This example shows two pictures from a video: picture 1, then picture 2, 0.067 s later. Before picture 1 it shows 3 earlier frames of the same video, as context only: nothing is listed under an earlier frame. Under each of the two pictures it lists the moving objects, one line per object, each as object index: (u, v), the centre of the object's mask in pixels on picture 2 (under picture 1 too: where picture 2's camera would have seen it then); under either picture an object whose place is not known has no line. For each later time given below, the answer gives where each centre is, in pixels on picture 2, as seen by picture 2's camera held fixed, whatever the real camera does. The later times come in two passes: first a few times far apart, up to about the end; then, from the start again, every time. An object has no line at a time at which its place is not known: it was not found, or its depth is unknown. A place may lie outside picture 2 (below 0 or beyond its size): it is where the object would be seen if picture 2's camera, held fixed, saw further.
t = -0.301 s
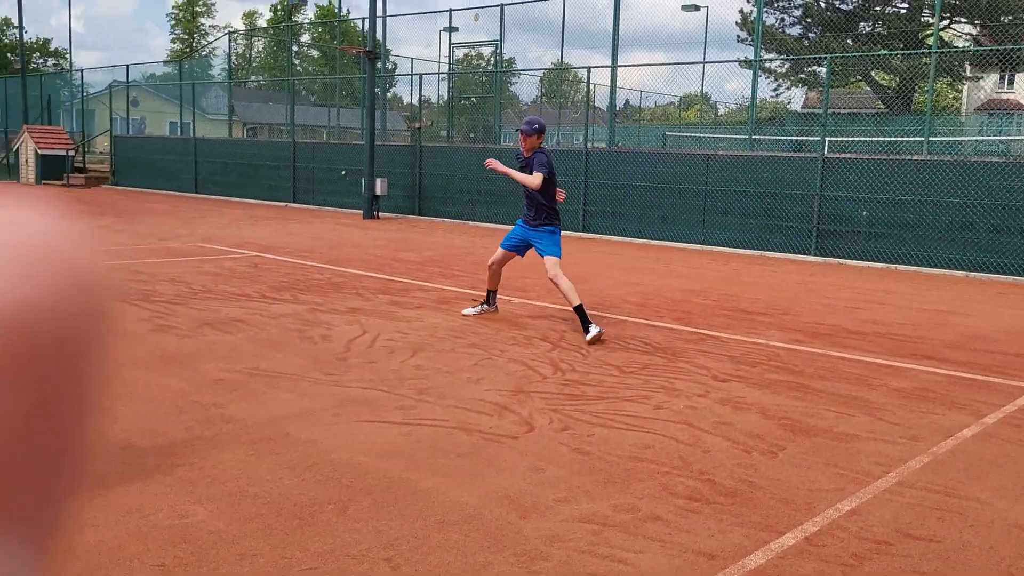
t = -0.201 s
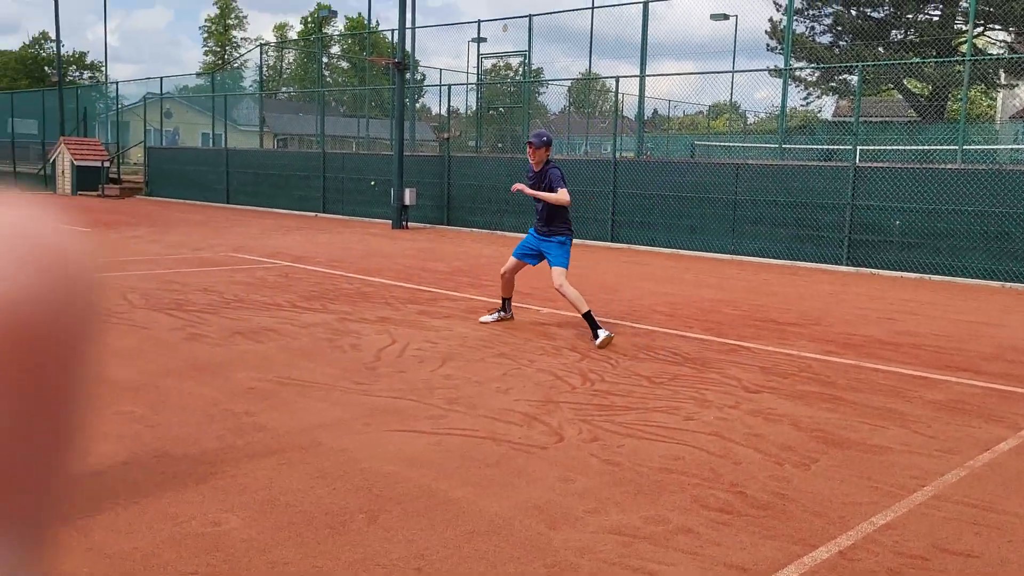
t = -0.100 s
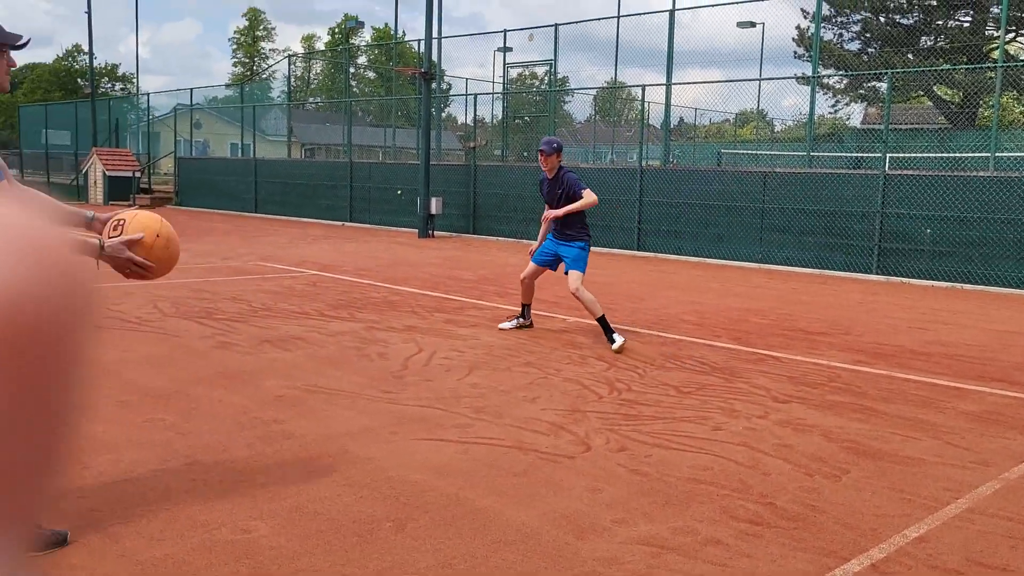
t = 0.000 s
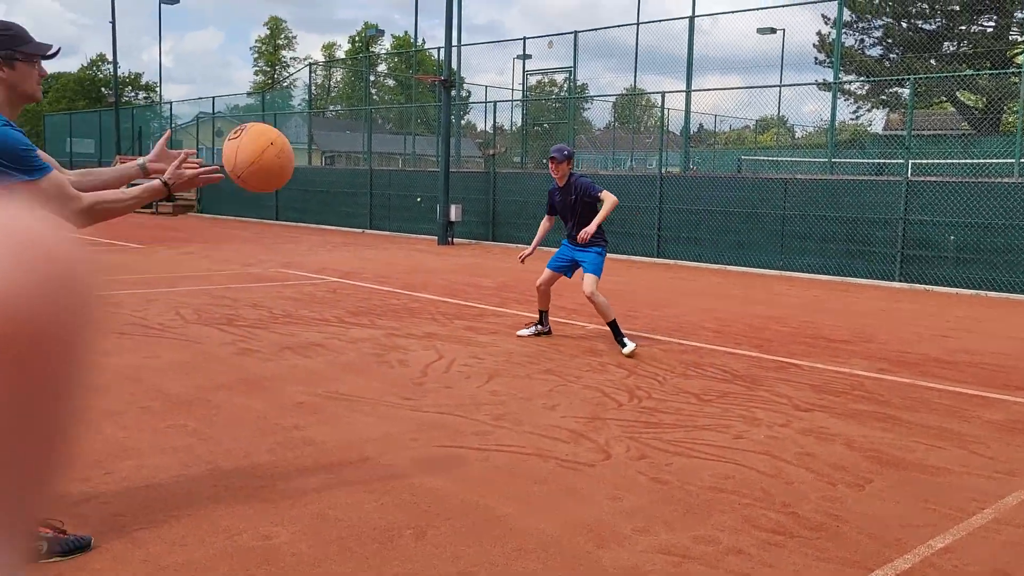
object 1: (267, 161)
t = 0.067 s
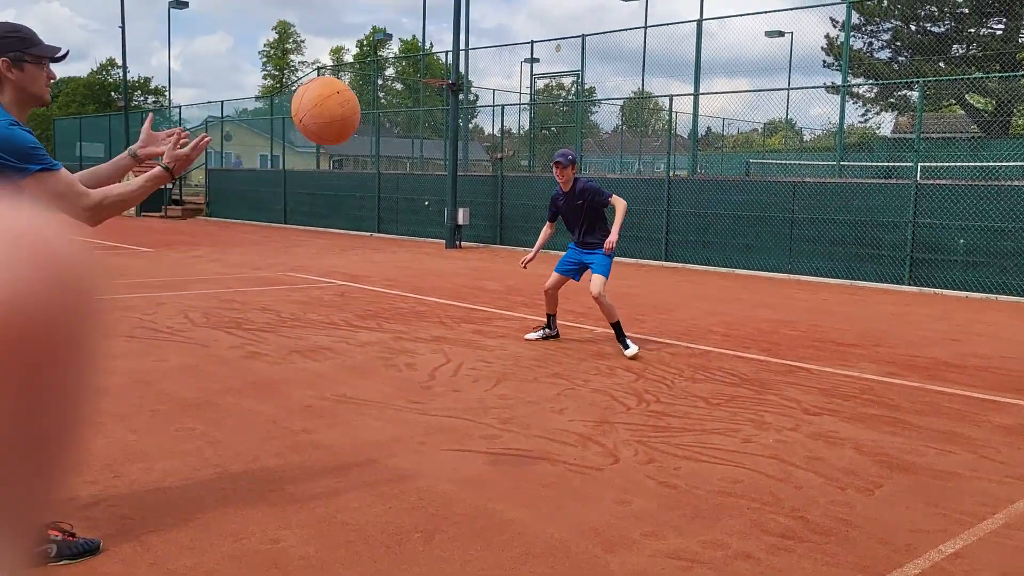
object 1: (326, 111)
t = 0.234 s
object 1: (466, 40)
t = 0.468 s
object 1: (640, 69)
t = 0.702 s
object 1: (786, 225)
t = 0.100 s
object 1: (355, 90)
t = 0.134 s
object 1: (383, 73)
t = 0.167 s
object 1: (411, 59)
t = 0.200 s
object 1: (439, 48)
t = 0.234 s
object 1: (466, 40)
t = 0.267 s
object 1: (492, 35)
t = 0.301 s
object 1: (518, 34)
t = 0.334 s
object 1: (544, 35)
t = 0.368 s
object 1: (568, 39)
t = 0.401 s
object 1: (593, 46)
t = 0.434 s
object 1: (617, 56)
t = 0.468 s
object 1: (640, 69)
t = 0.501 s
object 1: (662, 84)
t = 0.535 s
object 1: (684, 101)
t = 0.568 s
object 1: (706, 121)
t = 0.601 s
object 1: (727, 144)
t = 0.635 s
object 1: (747, 168)
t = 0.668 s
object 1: (767, 195)
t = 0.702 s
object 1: (786, 225)
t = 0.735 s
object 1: (805, 256)
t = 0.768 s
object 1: (824, 289)
